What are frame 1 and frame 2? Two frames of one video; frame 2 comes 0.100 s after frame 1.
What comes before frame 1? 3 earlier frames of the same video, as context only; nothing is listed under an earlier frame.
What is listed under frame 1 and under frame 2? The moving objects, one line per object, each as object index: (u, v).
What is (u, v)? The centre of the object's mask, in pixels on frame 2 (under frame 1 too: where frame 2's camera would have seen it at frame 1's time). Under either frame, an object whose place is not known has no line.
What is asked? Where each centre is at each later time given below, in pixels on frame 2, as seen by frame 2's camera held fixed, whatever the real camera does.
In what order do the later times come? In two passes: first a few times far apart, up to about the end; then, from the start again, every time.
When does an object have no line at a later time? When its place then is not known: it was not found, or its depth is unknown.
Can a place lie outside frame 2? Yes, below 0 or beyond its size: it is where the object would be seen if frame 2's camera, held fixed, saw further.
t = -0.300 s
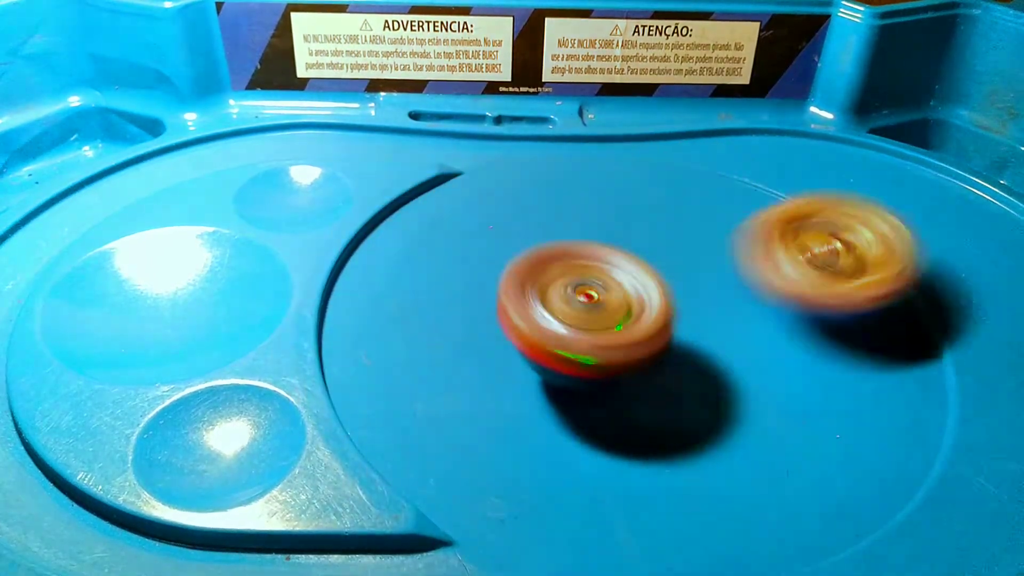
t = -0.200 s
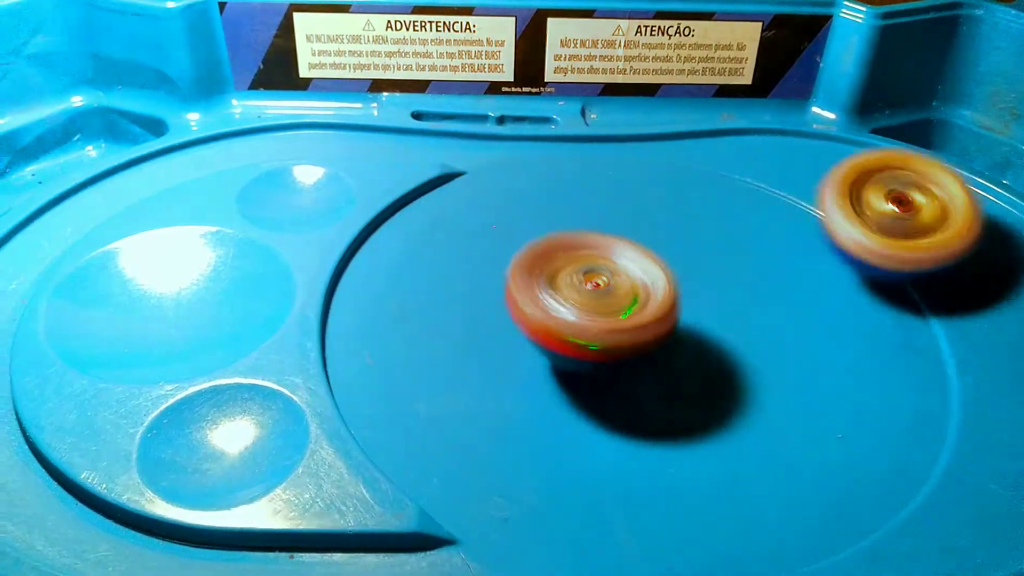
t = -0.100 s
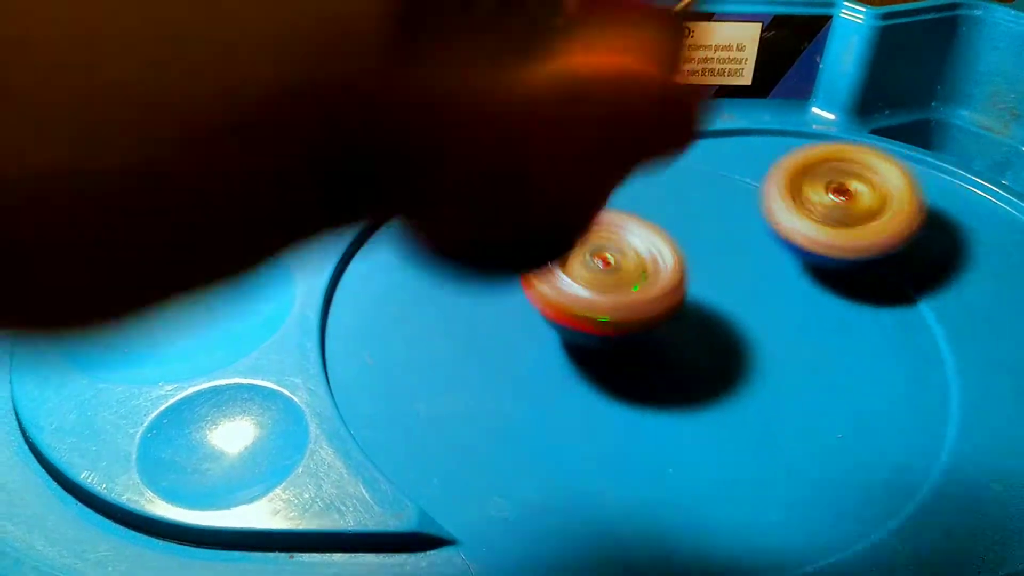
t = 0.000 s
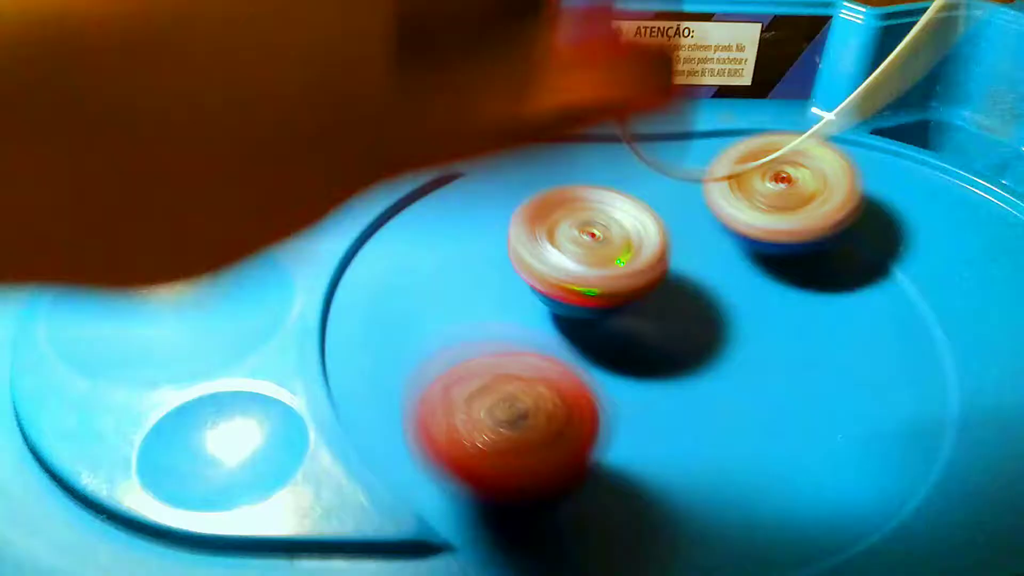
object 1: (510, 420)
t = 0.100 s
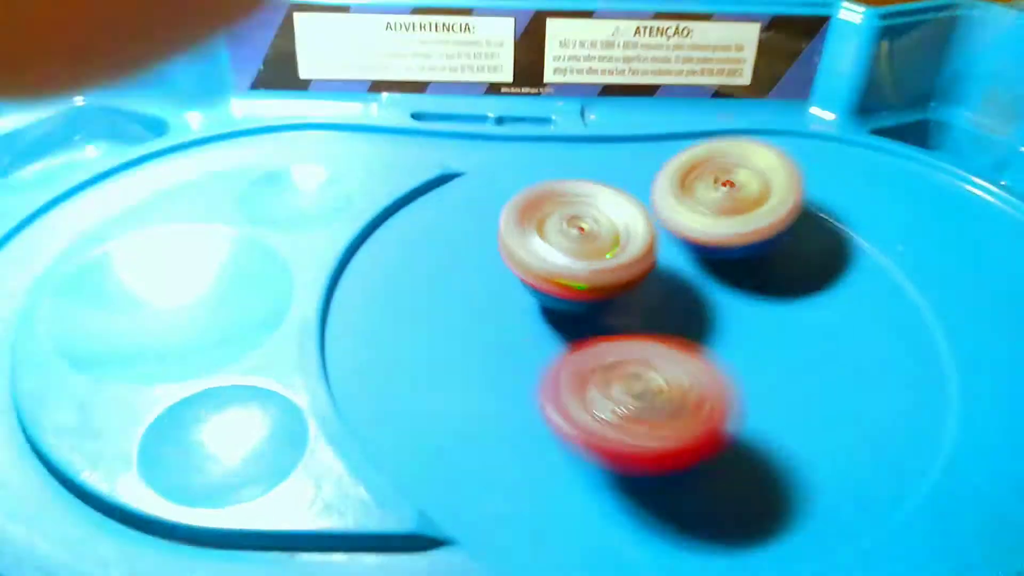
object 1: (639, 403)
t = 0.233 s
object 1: (773, 357)
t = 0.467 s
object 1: (733, 353)
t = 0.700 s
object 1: (611, 334)
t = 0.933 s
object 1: (434, 512)
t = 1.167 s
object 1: (439, 500)
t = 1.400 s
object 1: (606, 528)
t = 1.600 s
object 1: (737, 431)
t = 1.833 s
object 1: (714, 363)
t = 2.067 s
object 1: (620, 344)
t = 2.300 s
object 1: (532, 343)
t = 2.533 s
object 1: (424, 319)
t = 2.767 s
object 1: (446, 306)
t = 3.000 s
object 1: (456, 215)
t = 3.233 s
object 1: (508, 175)
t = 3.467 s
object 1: (599, 174)
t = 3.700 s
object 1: (569, 250)
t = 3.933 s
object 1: (640, 262)
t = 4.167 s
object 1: (686, 277)
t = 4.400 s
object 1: (765, 255)
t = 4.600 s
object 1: (761, 214)
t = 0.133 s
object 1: (682, 390)
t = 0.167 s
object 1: (725, 377)
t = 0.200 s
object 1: (756, 358)
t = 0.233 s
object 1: (773, 357)
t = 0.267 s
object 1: (779, 369)
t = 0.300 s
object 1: (777, 375)
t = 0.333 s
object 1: (772, 373)
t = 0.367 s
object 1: (765, 368)
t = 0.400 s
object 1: (758, 362)
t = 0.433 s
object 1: (747, 356)
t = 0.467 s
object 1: (733, 353)
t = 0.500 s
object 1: (714, 350)
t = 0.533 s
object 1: (696, 345)
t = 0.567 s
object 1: (675, 336)
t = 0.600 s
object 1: (666, 325)
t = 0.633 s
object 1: (663, 298)
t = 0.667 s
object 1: (653, 291)
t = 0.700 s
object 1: (611, 334)
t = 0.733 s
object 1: (569, 378)
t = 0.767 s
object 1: (528, 416)
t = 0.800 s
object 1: (494, 447)
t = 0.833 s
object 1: (471, 480)
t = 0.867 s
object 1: (452, 506)
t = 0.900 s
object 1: (439, 511)
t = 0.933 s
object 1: (434, 512)
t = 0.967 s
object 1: (431, 507)
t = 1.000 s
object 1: (430, 498)
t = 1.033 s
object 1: (430, 499)
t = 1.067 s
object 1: (430, 506)
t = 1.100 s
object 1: (428, 510)
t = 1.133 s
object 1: (433, 509)
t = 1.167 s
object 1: (439, 500)
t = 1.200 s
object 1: (443, 497)
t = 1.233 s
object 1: (448, 499)
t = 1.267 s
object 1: (455, 506)
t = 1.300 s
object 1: (486, 513)
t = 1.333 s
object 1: (528, 520)
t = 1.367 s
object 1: (564, 527)
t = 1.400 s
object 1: (606, 528)
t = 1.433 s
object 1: (638, 520)
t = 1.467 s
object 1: (665, 514)
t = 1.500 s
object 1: (687, 505)
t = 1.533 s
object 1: (713, 482)
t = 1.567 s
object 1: (735, 451)
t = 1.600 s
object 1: (737, 431)
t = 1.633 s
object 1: (732, 431)
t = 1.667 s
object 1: (727, 424)
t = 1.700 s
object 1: (729, 414)
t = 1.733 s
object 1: (734, 406)
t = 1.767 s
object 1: (729, 396)
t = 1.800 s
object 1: (720, 379)
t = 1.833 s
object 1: (714, 363)
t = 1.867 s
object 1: (708, 351)
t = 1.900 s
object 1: (708, 351)
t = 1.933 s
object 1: (691, 348)
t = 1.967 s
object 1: (669, 347)
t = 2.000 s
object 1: (649, 345)
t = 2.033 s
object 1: (633, 344)
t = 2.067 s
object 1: (620, 344)
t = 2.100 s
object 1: (607, 344)
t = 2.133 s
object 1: (599, 346)
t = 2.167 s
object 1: (590, 349)
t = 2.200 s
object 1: (576, 351)
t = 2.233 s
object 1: (565, 350)
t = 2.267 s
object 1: (558, 348)
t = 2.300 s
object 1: (532, 343)
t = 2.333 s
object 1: (500, 338)
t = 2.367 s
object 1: (476, 334)
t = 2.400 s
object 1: (459, 330)
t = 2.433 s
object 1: (446, 327)
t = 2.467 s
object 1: (436, 324)
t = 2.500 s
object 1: (429, 321)
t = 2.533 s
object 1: (424, 319)
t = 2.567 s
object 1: (421, 317)
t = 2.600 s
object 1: (421, 315)
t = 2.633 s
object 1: (422, 312)
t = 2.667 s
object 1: (424, 312)
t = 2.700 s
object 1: (430, 310)
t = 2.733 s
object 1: (438, 308)
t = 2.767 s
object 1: (446, 306)
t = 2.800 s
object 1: (455, 302)
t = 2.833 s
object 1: (453, 281)
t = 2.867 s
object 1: (448, 260)
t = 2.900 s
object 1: (448, 244)
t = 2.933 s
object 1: (450, 231)
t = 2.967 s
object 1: (453, 223)
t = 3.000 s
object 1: (456, 215)
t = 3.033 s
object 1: (460, 209)
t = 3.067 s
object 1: (464, 203)
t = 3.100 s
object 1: (471, 197)
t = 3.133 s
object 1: (478, 192)
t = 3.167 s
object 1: (487, 187)
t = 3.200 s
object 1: (497, 180)
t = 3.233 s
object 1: (508, 175)
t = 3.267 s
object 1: (520, 170)
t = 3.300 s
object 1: (532, 168)
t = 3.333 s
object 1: (547, 165)
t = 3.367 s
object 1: (562, 164)
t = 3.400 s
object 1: (576, 165)
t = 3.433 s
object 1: (588, 168)
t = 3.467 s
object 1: (599, 174)
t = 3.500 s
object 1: (609, 182)
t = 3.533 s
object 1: (617, 192)
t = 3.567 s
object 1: (622, 201)
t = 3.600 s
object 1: (625, 211)
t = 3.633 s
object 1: (615, 219)
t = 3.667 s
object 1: (588, 236)
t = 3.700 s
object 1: (569, 250)
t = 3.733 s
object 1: (563, 262)
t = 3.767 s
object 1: (573, 272)
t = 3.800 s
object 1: (593, 273)
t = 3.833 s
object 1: (606, 272)
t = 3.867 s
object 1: (617, 270)
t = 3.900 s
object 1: (627, 266)
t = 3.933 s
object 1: (640, 262)
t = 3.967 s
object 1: (654, 258)
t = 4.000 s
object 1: (667, 258)
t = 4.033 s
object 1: (678, 261)
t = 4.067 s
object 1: (685, 265)
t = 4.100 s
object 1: (690, 269)
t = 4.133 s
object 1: (689, 273)
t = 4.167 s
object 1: (686, 277)
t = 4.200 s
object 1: (682, 280)
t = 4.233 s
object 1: (684, 283)
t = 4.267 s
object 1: (703, 281)
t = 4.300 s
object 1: (730, 273)
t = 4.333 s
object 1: (749, 266)
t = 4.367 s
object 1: (761, 261)
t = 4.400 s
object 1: (765, 255)
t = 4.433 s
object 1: (764, 249)
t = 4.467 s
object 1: (763, 243)
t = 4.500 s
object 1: (762, 236)
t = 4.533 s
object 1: (762, 228)
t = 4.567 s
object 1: (761, 220)
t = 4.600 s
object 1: (761, 214)
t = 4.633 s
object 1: (758, 207)
